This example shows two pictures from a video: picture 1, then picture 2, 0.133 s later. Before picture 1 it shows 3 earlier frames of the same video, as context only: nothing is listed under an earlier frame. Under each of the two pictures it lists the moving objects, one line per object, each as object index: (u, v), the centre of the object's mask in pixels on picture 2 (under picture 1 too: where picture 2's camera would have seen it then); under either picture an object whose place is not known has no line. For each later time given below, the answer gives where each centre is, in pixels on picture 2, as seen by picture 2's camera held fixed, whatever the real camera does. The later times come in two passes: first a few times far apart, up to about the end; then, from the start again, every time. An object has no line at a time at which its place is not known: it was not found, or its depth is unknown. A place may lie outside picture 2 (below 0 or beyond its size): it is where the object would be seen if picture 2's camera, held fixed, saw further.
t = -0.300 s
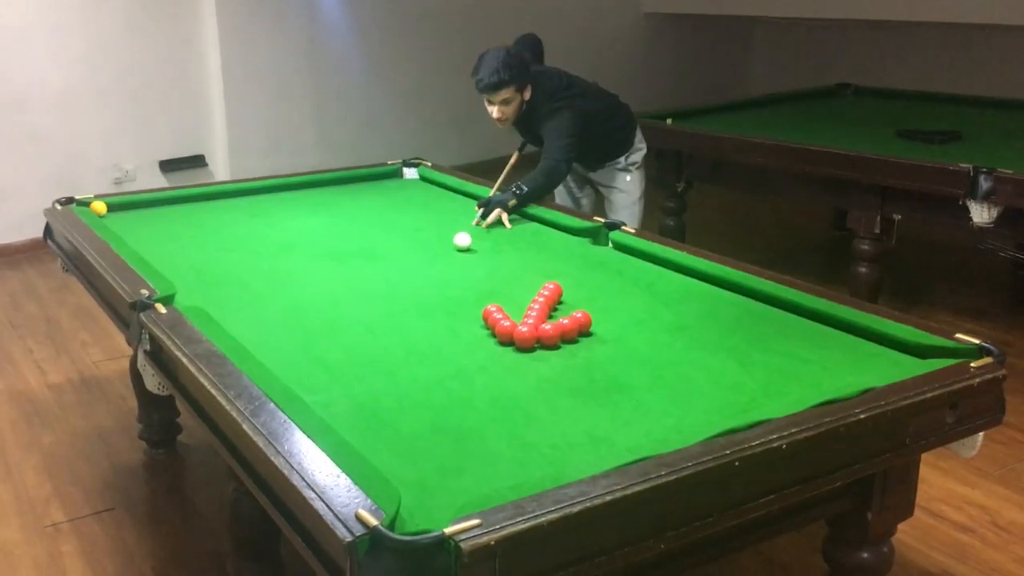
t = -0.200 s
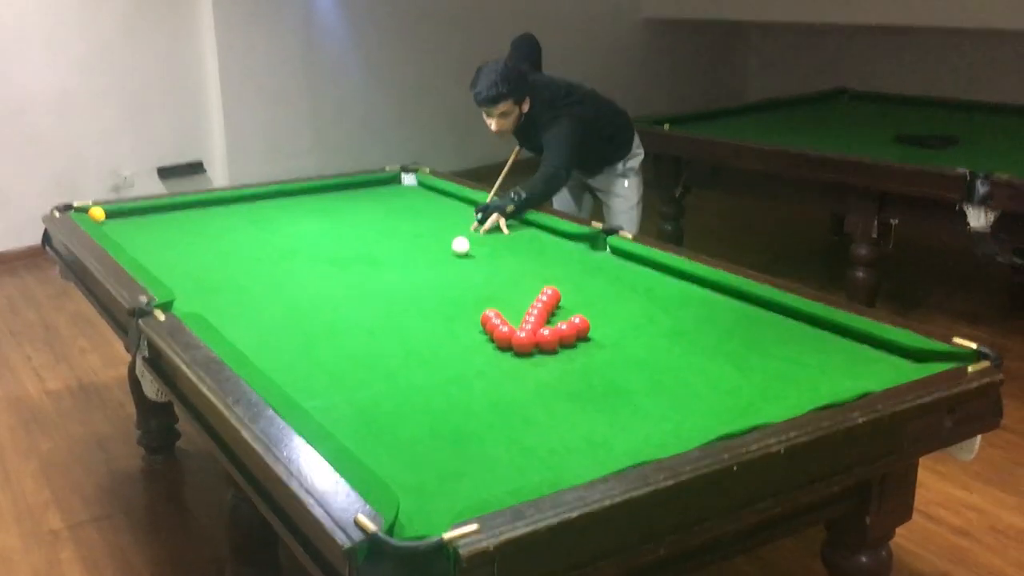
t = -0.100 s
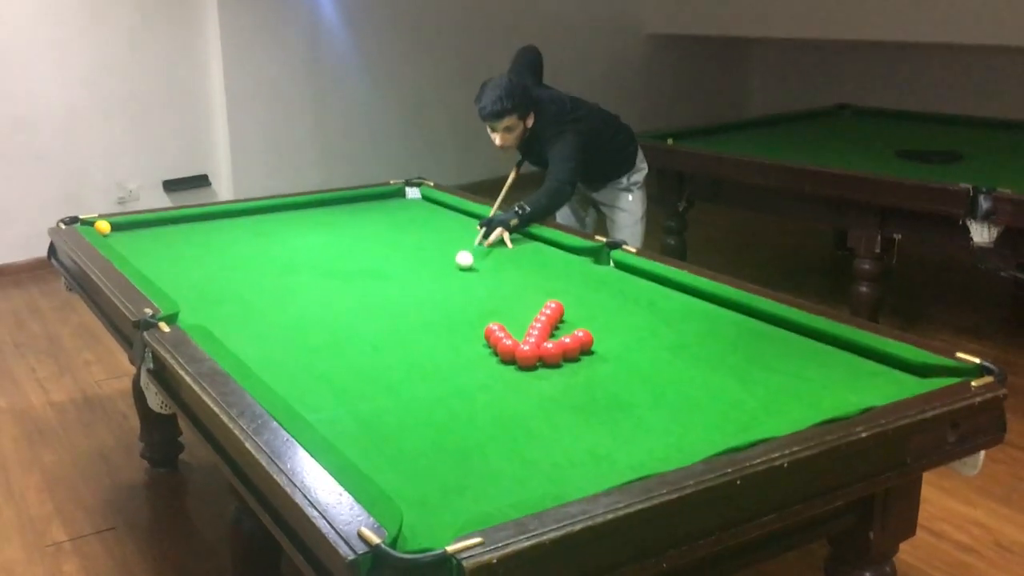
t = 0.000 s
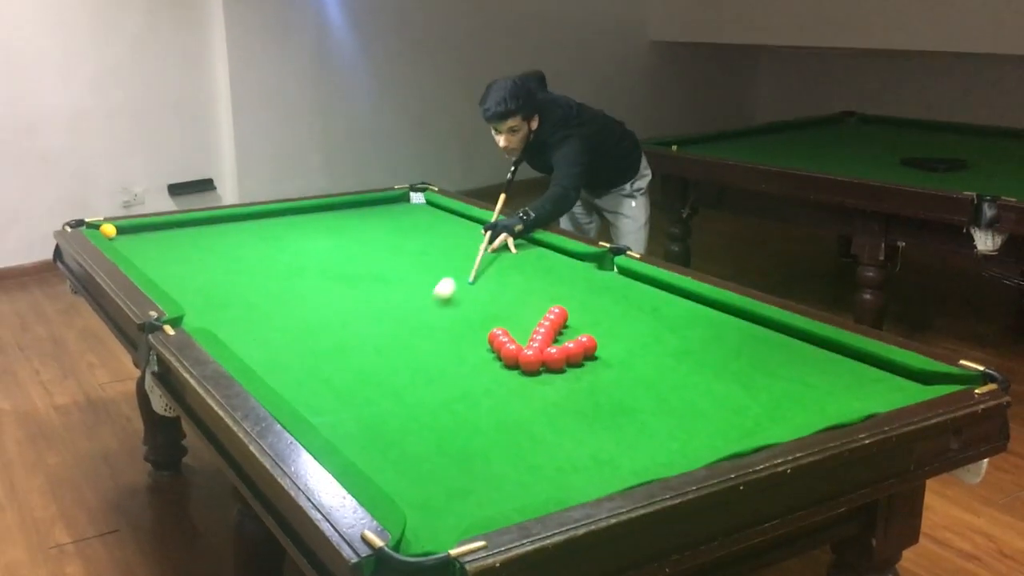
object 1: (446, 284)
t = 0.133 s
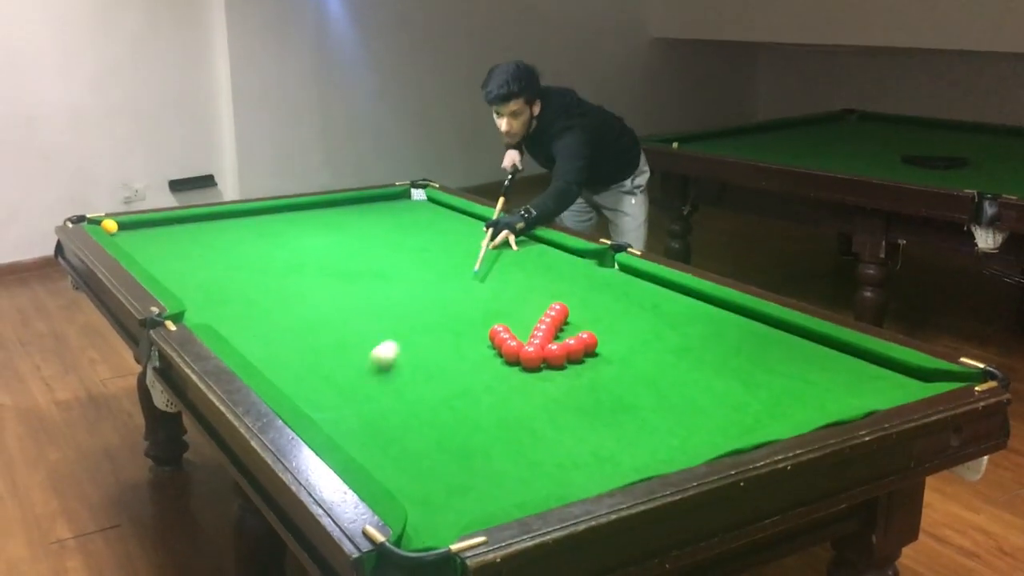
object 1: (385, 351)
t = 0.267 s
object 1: (372, 425)
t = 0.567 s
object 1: (652, 405)
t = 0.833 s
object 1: (711, 324)
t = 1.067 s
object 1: (629, 296)
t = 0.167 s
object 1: (367, 372)
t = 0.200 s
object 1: (346, 394)
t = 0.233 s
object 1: (330, 417)
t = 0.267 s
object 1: (372, 425)
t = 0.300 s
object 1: (418, 434)
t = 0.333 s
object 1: (468, 445)
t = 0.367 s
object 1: (516, 452)
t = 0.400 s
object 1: (564, 462)
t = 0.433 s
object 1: (611, 464)
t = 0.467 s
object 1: (625, 452)
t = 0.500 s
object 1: (634, 435)
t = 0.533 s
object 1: (643, 420)
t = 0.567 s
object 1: (652, 405)
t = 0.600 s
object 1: (661, 393)
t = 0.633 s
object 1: (669, 381)
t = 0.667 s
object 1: (677, 370)
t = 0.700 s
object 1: (685, 360)
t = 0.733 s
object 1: (692, 350)
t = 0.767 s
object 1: (699, 341)
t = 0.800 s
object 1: (705, 332)
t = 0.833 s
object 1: (711, 324)
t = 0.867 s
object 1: (717, 316)
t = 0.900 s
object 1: (723, 309)
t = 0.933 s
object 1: (717, 304)
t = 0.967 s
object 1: (693, 302)
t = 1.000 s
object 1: (670, 300)
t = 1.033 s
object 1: (650, 299)
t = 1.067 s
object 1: (629, 296)
